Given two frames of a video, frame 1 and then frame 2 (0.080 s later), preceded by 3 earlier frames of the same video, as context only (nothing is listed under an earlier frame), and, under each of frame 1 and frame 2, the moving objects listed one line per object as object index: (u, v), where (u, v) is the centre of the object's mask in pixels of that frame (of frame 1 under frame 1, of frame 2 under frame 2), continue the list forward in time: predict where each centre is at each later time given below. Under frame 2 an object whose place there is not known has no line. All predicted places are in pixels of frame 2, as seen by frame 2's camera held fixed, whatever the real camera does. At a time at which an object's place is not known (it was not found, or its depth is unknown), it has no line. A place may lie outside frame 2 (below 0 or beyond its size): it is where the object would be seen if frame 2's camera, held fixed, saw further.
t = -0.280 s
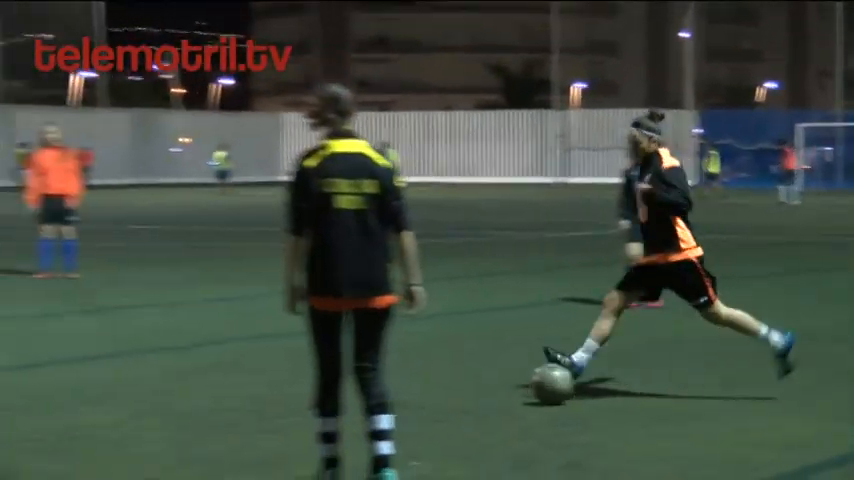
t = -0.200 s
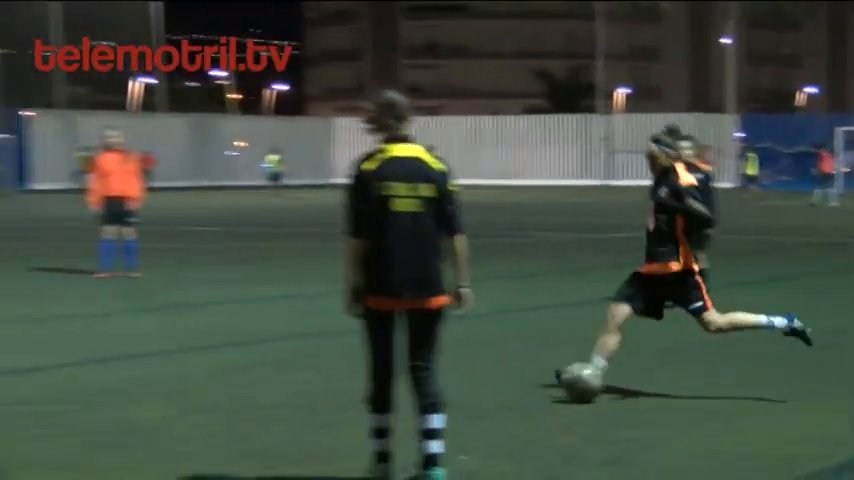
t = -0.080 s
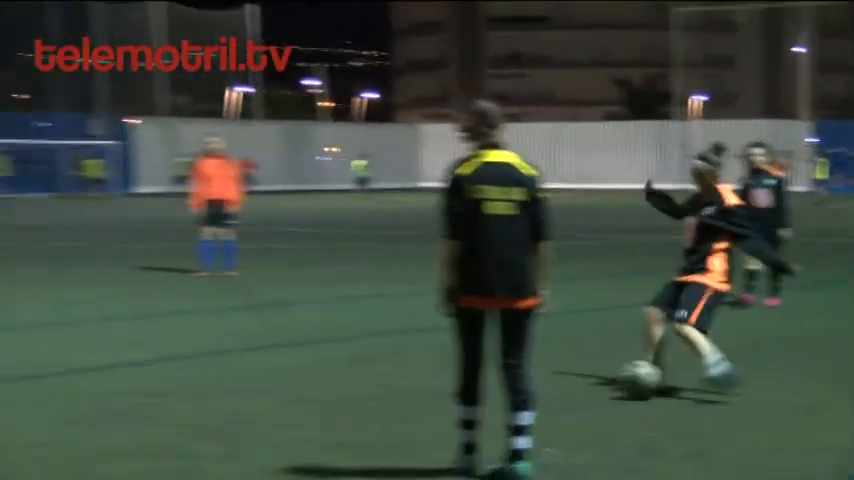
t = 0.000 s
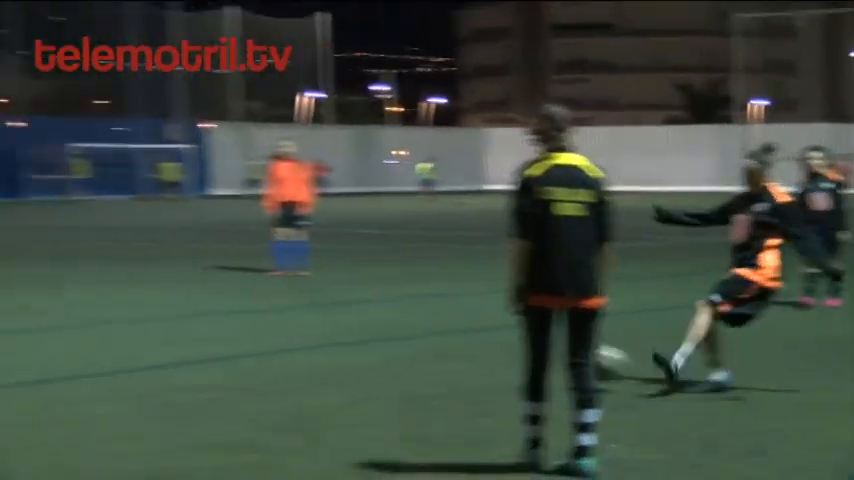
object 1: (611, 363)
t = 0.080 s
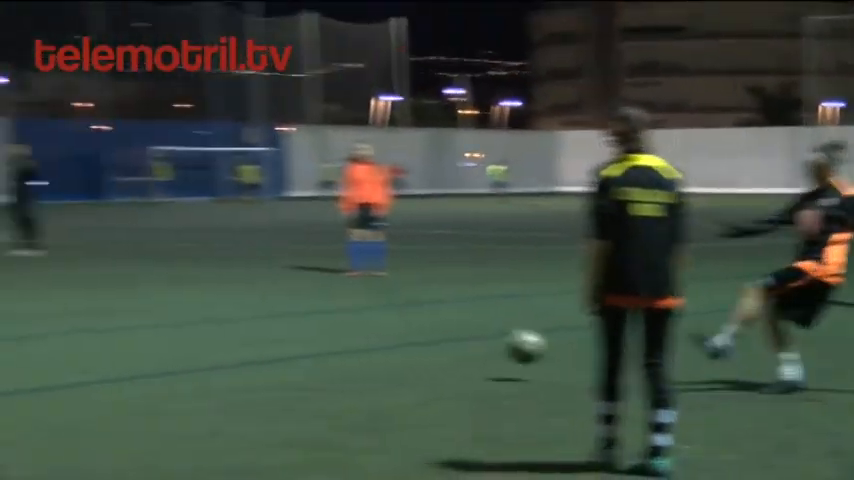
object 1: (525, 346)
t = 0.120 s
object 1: (454, 342)
